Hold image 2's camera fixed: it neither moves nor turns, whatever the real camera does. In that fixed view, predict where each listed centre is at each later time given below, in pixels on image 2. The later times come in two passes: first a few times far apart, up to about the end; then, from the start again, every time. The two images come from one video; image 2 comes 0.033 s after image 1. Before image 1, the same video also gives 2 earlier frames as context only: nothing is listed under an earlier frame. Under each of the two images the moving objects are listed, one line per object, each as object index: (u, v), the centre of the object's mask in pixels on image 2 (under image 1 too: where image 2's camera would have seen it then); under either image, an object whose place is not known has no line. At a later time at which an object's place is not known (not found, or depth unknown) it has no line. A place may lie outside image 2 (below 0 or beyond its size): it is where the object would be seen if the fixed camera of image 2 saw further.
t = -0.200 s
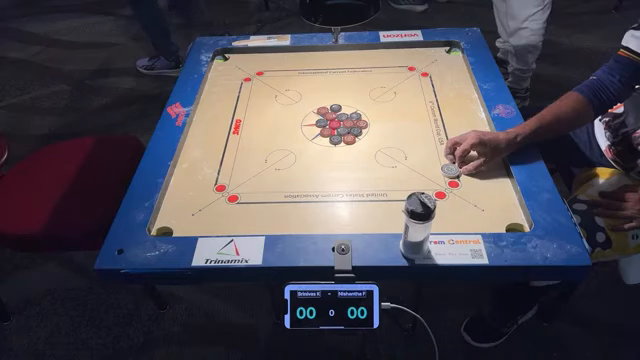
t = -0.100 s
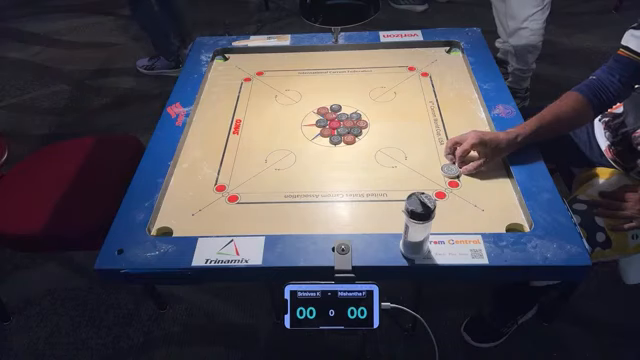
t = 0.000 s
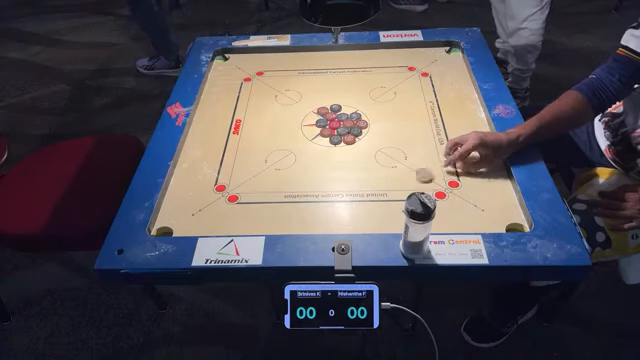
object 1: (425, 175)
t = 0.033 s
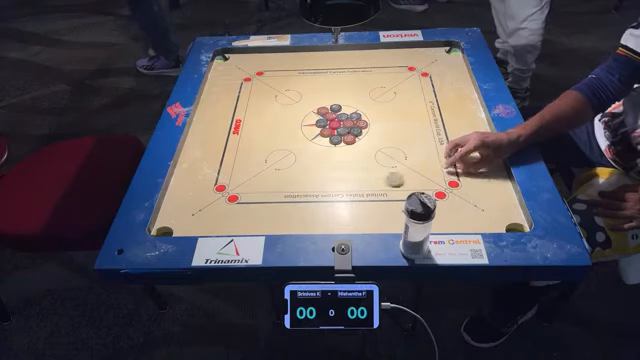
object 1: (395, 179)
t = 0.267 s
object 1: (202, 208)
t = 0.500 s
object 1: (275, 219)
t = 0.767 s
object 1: (396, 221)
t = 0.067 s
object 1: (366, 183)
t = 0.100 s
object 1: (338, 188)
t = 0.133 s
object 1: (311, 192)
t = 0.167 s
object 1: (283, 196)
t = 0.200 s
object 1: (256, 200)
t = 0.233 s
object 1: (230, 204)
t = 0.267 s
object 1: (202, 208)
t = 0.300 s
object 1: (177, 212)
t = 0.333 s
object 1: (177, 214)
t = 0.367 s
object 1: (198, 215)
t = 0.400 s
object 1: (218, 216)
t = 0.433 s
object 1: (238, 217)
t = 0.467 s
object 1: (257, 218)
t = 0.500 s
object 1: (275, 219)
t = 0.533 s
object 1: (292, 220)
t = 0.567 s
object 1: (310, 219)
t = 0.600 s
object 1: (326, 220)
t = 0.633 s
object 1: (342, 221)
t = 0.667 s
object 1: (357, 222)
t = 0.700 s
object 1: (372, 221)
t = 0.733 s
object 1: (386, 222)
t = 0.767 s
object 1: (396, 221)
